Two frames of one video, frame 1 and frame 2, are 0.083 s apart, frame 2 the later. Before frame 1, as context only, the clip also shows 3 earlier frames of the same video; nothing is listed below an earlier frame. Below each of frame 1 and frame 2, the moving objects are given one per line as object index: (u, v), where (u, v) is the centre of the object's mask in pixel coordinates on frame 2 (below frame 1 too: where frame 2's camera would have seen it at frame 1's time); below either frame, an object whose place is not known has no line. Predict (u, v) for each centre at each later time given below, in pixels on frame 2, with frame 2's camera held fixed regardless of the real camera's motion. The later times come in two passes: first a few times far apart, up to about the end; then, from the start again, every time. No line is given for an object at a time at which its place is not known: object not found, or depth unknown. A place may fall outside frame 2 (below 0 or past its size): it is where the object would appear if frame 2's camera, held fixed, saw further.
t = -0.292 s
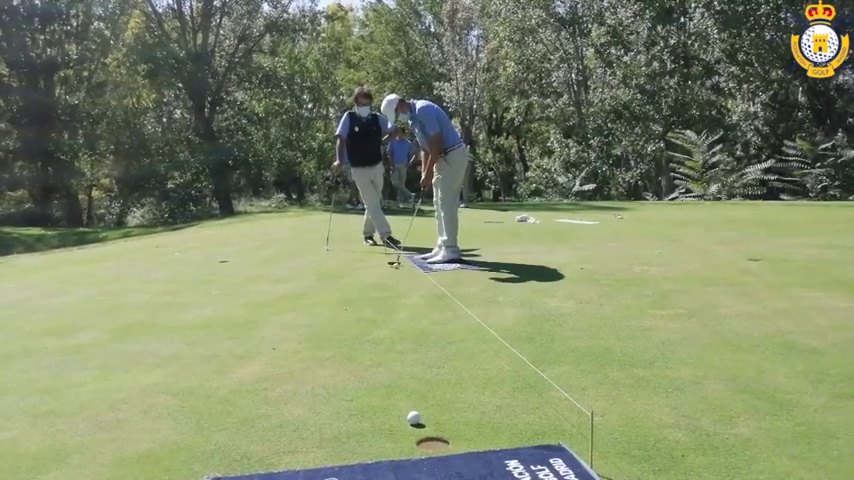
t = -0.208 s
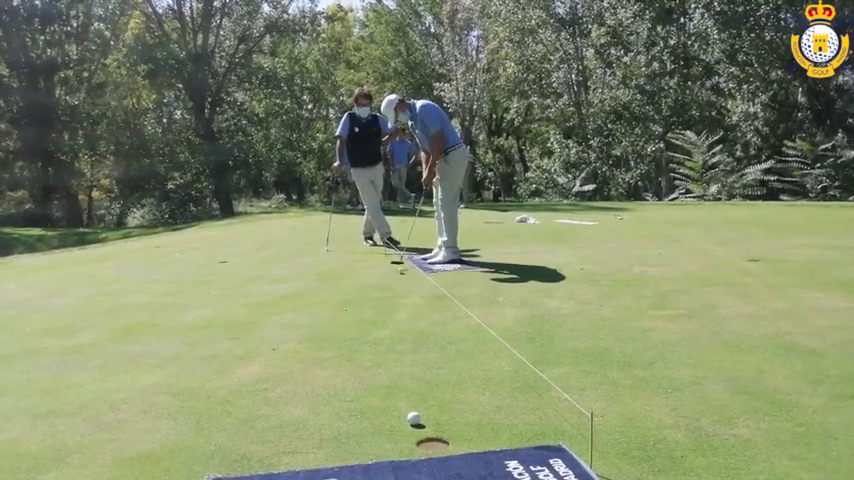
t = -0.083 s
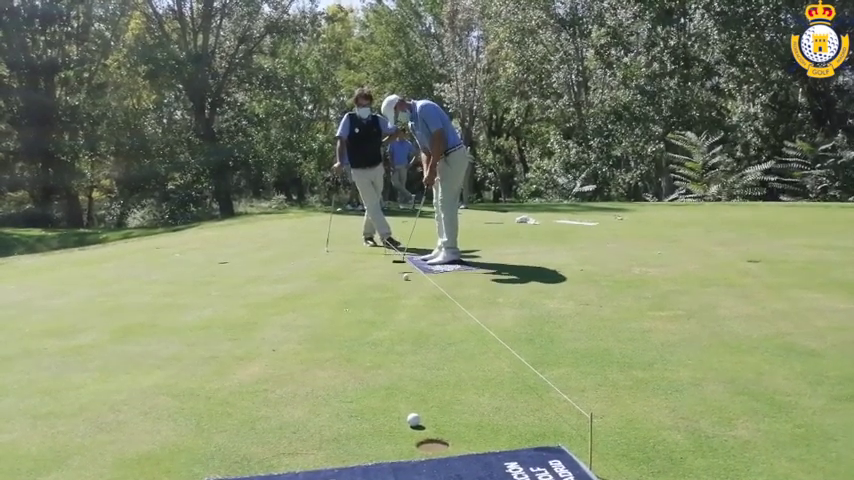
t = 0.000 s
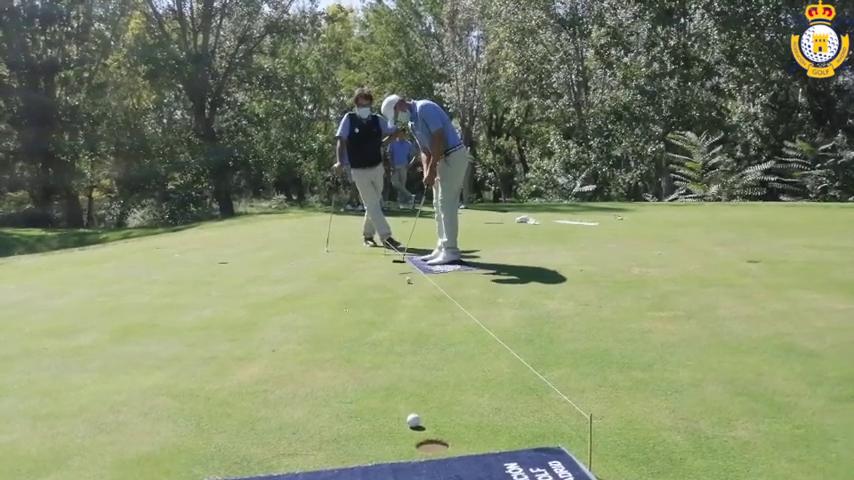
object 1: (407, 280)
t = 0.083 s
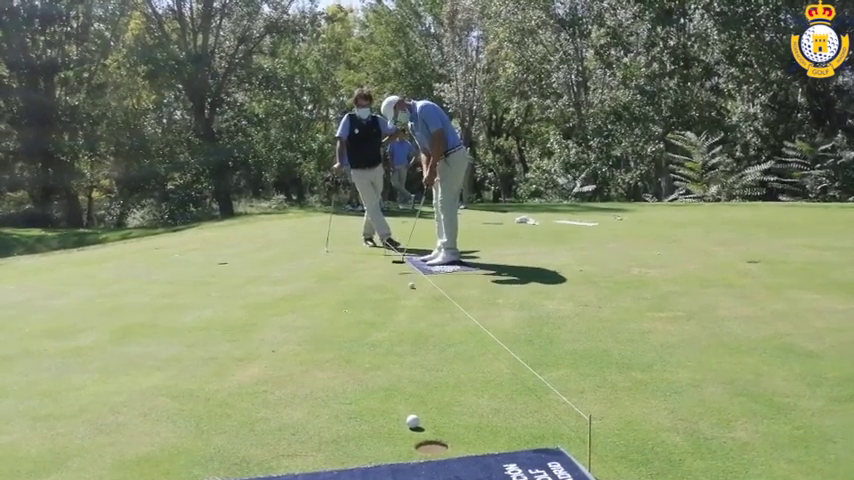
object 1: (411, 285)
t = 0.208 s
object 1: (416, 292)
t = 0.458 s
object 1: (421, 305)
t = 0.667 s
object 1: (425, 319)
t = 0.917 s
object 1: (429, 336)
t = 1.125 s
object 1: (434, 354)
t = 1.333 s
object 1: (438, 370)
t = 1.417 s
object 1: (440, 376)
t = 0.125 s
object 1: (412, 287)
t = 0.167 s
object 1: (414, 288)
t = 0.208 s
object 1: (416, 292)
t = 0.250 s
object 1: (417, 293)
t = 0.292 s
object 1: (417, 295)
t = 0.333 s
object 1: (418, 296)
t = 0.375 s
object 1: (420, 300)
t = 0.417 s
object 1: (420, 302)
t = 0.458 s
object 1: (421, 305)
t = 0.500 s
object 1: (422, 308)
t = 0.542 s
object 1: (422, 310)
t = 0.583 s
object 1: (424, 312)
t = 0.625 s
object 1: (424, 314)
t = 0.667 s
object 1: (425, 319)
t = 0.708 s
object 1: (426, 321)
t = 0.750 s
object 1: (426, 324)
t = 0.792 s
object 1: (427, 326)
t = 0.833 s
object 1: (428, 331)
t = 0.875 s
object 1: (429, 333)
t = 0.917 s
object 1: (429, 336)
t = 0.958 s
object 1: (430, 338)
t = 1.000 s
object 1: (431, 344)
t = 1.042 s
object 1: (432, 347)
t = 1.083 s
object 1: (432, 349)
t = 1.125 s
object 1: (434, 354)
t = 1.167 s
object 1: (434, 357)
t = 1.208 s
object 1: (435, 359)
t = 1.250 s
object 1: (436, 362)
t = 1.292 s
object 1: (437, 369)
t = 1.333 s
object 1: (438, 370)
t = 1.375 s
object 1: (439, 373)
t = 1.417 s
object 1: (440, 376)
